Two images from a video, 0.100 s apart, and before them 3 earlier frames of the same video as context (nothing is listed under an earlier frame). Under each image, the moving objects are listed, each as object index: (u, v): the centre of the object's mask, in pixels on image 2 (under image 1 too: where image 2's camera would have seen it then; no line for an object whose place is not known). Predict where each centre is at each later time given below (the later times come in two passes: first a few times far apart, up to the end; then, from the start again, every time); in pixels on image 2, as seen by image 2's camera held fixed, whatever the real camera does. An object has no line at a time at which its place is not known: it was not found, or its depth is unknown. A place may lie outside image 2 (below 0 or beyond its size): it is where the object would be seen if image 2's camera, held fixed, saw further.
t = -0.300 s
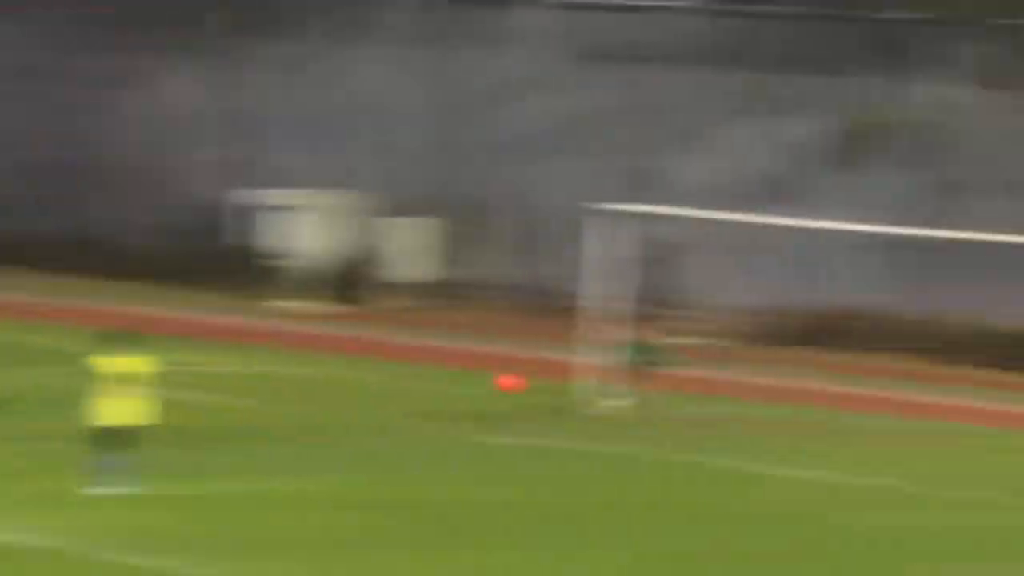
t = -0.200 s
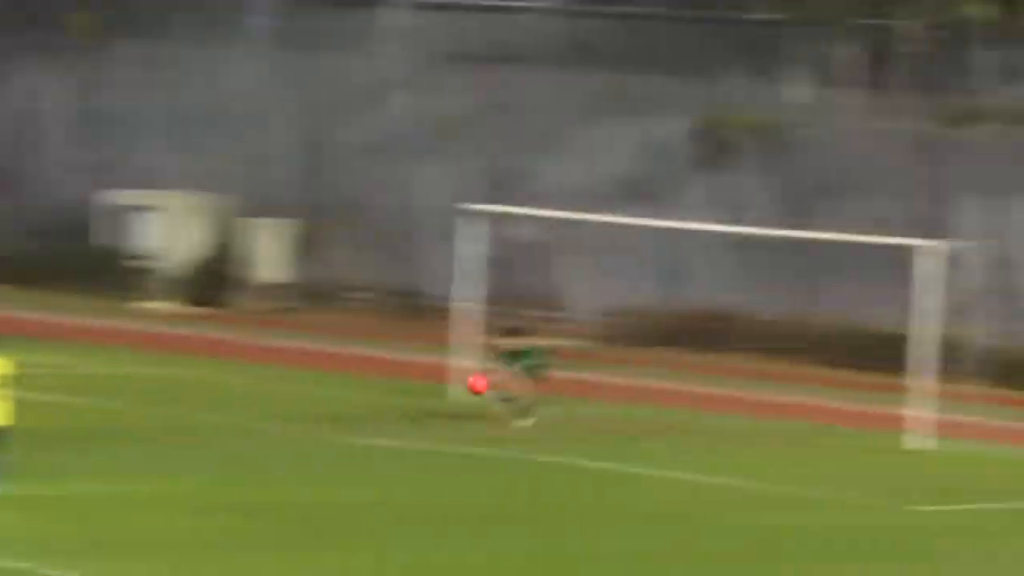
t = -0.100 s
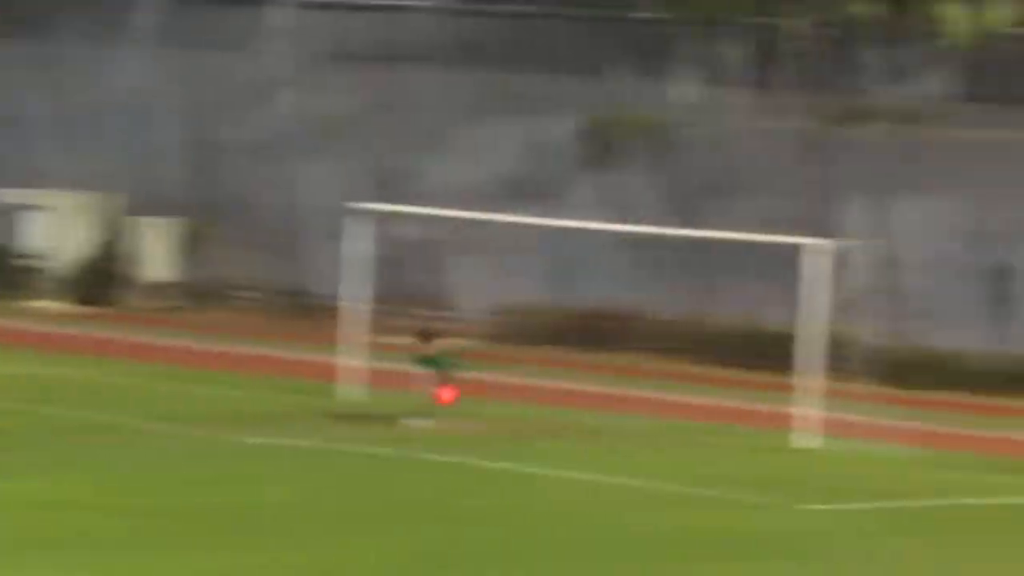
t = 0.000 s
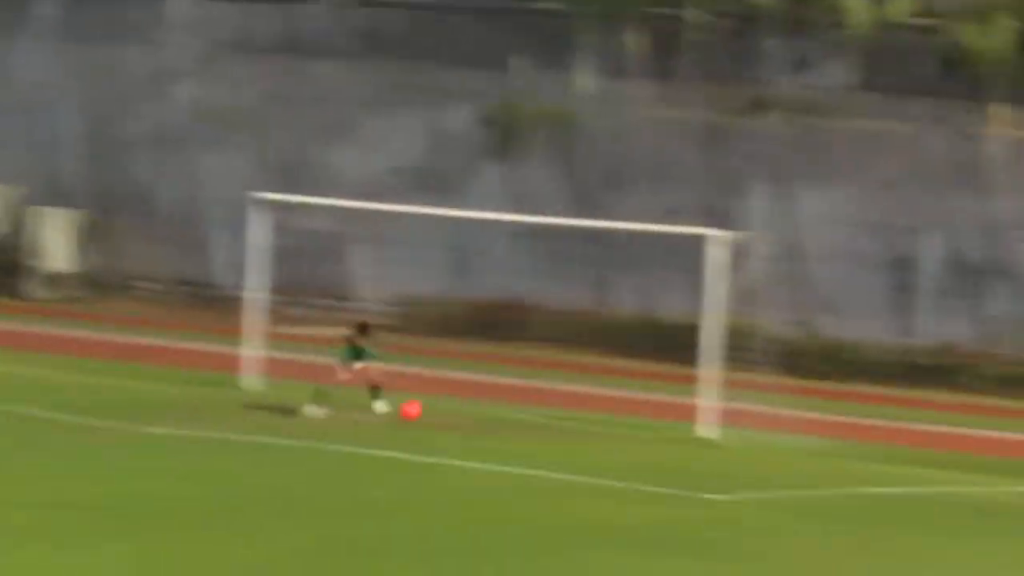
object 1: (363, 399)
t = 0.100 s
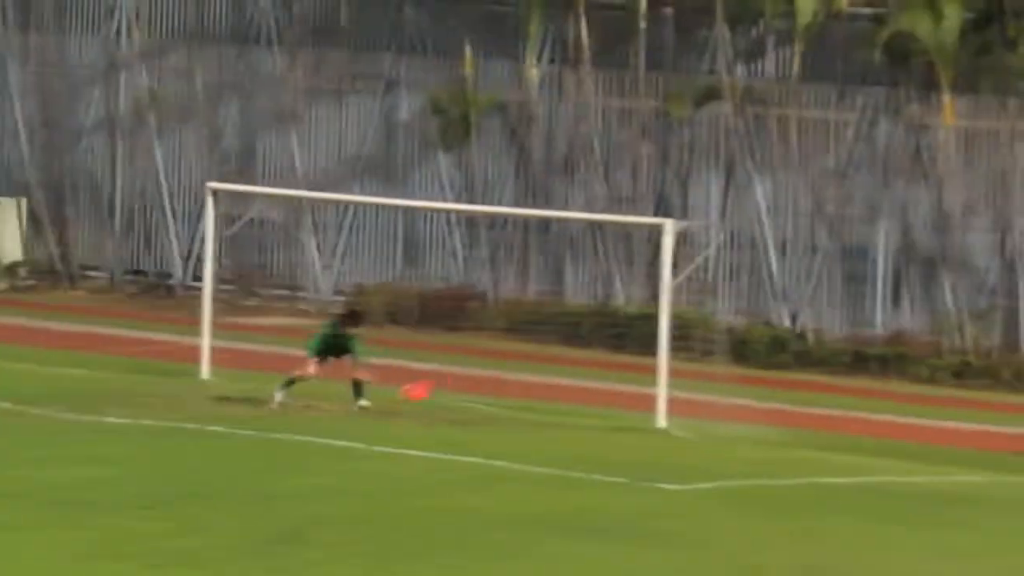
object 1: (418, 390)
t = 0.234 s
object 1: (485, 376)
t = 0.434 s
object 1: (582, 386)
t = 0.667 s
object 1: (689, 414)
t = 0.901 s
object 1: (736, 387)
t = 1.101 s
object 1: (747, 387)
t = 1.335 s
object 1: (757, 425)
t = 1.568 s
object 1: (778, 412)
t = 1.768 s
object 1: (774, 423)
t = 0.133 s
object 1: (435, 385)
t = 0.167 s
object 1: (452, 382)
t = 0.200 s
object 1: (467, 377)
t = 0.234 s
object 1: (485, 376)
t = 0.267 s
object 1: (500, 375)
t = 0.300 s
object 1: (519, 376)
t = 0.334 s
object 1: (534, 377)
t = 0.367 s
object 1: (550, 378)
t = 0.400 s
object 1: (565, 381)
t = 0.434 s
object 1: (582, 386)
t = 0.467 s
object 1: (597, 392)
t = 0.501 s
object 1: (612, 397)
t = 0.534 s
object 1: (627, 405)
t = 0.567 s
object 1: (641, 412)
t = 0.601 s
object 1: (653, 418)
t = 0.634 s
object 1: (677, 418)
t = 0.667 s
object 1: (689, 414)
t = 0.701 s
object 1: (704, 410)
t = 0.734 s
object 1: (716, 408)
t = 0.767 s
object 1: (725, 405)
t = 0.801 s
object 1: (728, 400)
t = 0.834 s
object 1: (730, 395)
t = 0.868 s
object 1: (734, 390)
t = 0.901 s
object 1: (736, 387)
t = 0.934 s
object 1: (737, 385)
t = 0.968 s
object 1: (739, 384)
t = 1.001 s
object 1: (741, 384)
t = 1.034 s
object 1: (742, 384)
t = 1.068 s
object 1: (744, 385)
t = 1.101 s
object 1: (747, 387)
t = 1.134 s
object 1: (748, 391)
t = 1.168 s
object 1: (749, 396)
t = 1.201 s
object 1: (750, 401)
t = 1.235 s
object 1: (752, 406)
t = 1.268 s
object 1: (753, 413)
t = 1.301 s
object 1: (754, 422)
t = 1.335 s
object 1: (757, 425)
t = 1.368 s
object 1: (761, 422)
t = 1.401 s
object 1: (766, 417)
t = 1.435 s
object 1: (768, 414)
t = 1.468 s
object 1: (773, 413)
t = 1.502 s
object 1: (774, 412)
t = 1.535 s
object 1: (776, 412)
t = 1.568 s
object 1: (778, 412)
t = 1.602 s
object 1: (778, 412)
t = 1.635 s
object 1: (778, 415)
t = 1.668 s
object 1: (776, 417)
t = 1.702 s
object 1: (774, 420)
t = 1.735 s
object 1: (774, 424)
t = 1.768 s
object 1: (774, 423)
